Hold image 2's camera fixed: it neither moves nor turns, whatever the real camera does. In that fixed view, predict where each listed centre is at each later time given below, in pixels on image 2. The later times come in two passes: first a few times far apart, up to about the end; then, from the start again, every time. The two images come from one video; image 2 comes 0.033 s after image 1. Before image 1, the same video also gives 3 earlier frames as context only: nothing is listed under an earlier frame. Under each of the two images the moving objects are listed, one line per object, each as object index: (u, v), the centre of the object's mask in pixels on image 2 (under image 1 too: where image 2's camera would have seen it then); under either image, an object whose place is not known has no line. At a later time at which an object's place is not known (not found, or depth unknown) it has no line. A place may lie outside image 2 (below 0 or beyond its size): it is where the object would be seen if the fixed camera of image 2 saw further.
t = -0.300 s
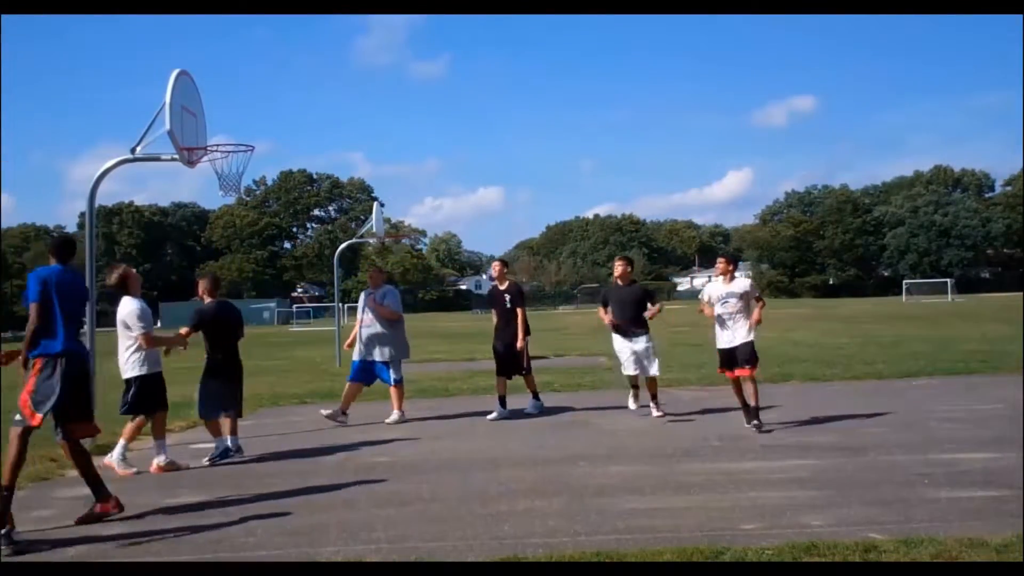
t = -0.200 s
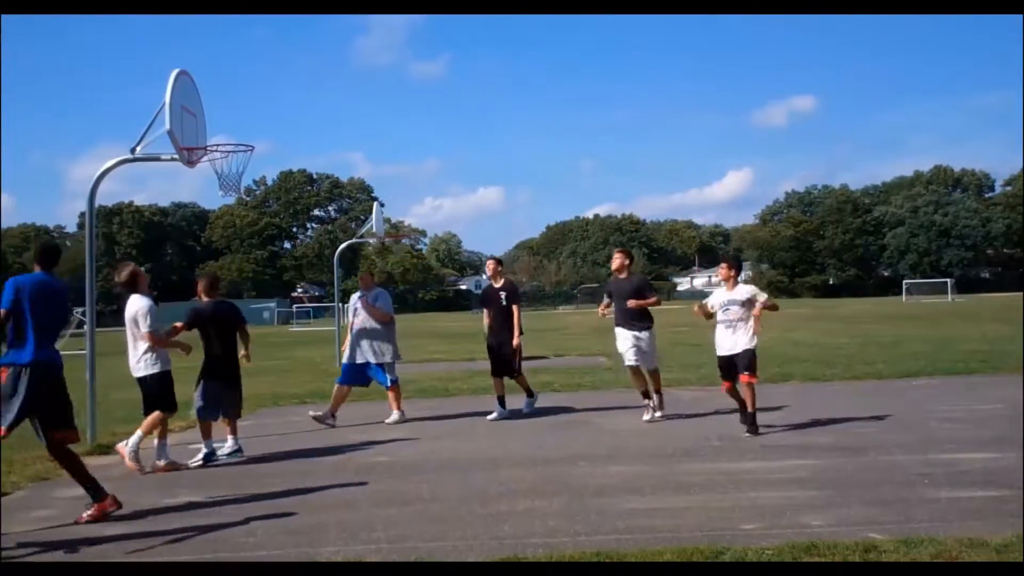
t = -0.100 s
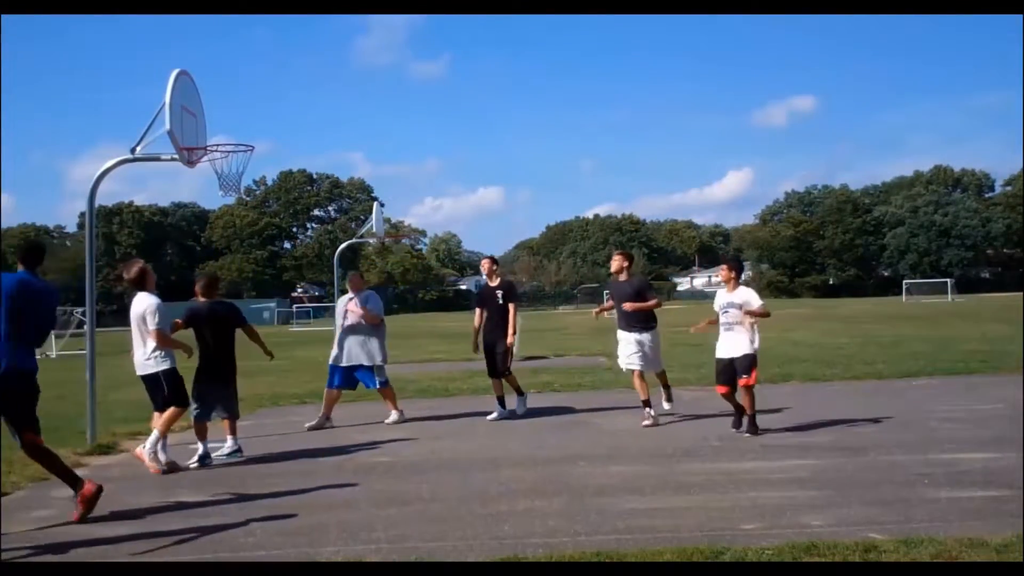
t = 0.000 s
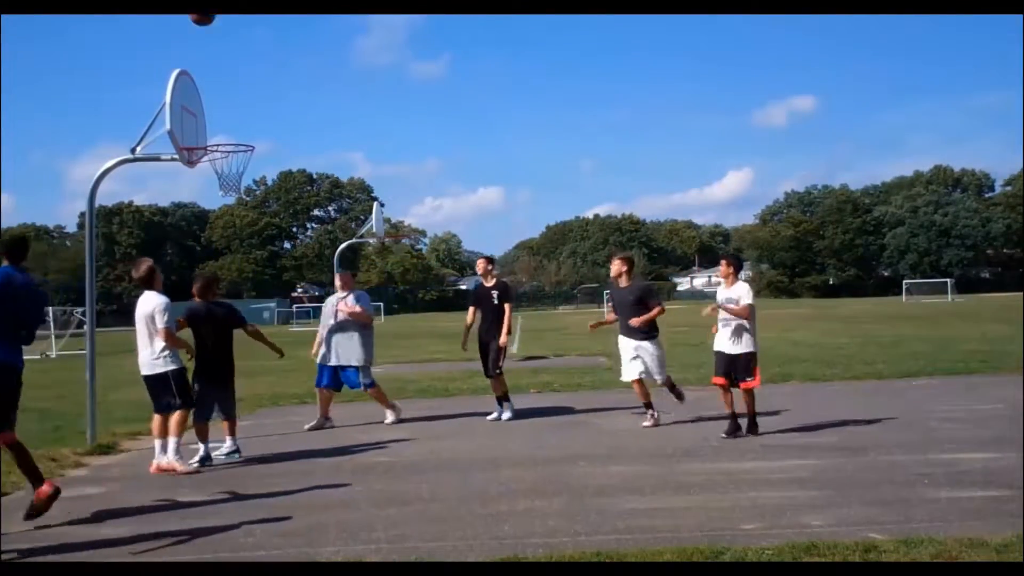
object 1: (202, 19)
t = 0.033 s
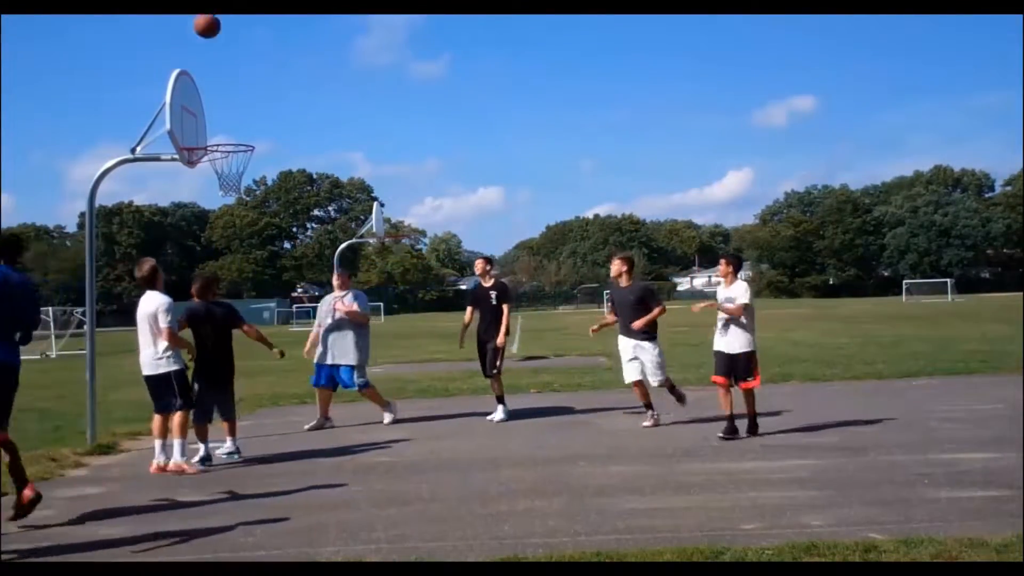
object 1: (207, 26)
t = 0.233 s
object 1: (237, 117)
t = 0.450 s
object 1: (222, 161)
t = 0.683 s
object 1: (251, 171)
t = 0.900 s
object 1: (240, 182)
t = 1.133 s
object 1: (218, 199)
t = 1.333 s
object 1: (203, 243)
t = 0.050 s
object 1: (210, 32)
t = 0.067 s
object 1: (212, 39)
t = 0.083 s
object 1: (215, 46)
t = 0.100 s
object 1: (217, 53)
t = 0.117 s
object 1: (220, 61)
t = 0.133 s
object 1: (222, 68)
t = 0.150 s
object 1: (224, 76)
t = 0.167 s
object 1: (227, 84)
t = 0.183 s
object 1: (229, 92)
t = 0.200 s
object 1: (232, 100)
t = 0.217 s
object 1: (234, 109)
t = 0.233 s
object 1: (237, 117)
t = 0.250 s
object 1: (239, 127)
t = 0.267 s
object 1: (241, 136)
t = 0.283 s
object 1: (243, 144)
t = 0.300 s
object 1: (238, 147)
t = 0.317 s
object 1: (233, 149)
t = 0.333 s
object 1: (228, 152)
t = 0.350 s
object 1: (224, 153)
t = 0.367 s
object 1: (222, 155)
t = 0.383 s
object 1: (219, 156)
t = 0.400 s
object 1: (216, 157)
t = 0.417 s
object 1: (216, 158)
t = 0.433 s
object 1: (219, 160)
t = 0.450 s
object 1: (222, 161)
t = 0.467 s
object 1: (225, 163)
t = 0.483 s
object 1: (228, 165)
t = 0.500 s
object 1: (231, 167)
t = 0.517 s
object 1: (234, 168)
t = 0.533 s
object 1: (237, 169)
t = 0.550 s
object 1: (240, 170)
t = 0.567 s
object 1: (242, 171)
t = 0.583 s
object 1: (245, 170)
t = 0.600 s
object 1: (247, 170)
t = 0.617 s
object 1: (248, 171)
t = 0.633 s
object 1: (250, 171)
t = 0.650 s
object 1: (251, 171)
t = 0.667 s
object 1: (251, 171)
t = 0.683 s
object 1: (251, 171)
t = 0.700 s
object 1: (251, 171)
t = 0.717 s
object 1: (251, 171)
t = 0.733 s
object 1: (252, 172)
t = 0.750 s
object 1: (251, 172)
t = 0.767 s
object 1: (251, 173)
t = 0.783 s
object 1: (250, 174)
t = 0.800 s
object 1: (249, 175)
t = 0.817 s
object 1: (248, 176)
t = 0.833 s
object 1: (247, 177)
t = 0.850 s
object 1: (245, 179)
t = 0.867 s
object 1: (244, 180)
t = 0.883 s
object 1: (242, 181)
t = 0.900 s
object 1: (240, 182)
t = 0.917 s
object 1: (239, 183)
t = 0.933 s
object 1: (237, 184)
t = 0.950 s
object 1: (235, 186)
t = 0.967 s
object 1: (233, 187)
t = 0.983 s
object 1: (231, 188)
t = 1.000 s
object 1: (229, 188)
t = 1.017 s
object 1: (228, 190)
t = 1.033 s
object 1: (226, 191)
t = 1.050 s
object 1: (225, 192)
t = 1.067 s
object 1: (223, 194)
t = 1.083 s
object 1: (222, 196)
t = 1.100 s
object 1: (221, 196)
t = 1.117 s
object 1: (219, 198)
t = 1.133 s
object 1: (218, 199)
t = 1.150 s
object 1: (216, 201)
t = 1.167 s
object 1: (216, 204)
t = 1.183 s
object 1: (215, 207)
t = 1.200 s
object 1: (213, 209)
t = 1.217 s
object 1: (212, 213)
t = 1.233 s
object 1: (211, 217)
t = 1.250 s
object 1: (210, 220)
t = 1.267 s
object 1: (209, 225)
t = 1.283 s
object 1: (207, 228)
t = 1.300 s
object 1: (206, 233)
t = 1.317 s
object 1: (206, 238)
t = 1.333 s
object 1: (203, 243)
